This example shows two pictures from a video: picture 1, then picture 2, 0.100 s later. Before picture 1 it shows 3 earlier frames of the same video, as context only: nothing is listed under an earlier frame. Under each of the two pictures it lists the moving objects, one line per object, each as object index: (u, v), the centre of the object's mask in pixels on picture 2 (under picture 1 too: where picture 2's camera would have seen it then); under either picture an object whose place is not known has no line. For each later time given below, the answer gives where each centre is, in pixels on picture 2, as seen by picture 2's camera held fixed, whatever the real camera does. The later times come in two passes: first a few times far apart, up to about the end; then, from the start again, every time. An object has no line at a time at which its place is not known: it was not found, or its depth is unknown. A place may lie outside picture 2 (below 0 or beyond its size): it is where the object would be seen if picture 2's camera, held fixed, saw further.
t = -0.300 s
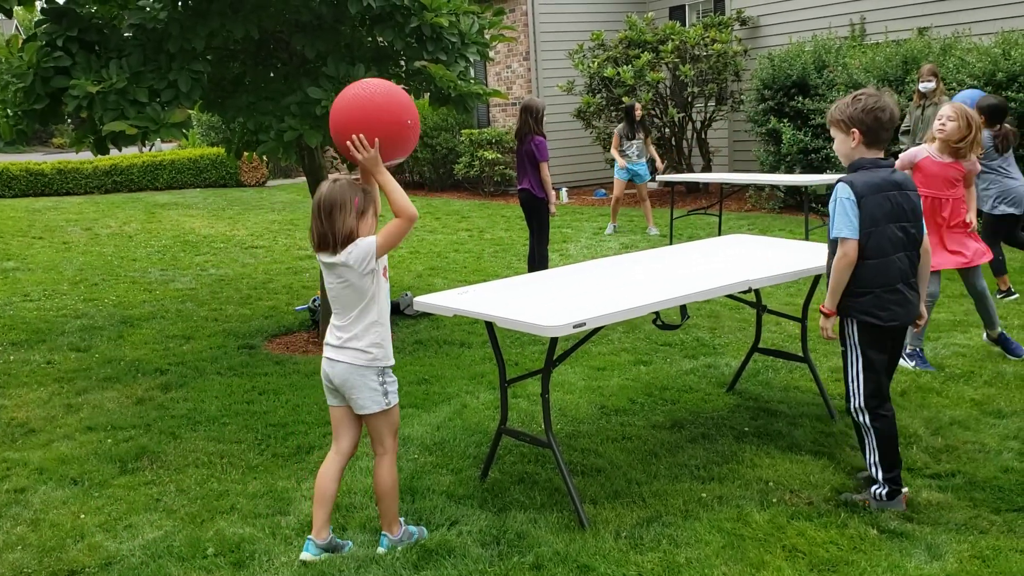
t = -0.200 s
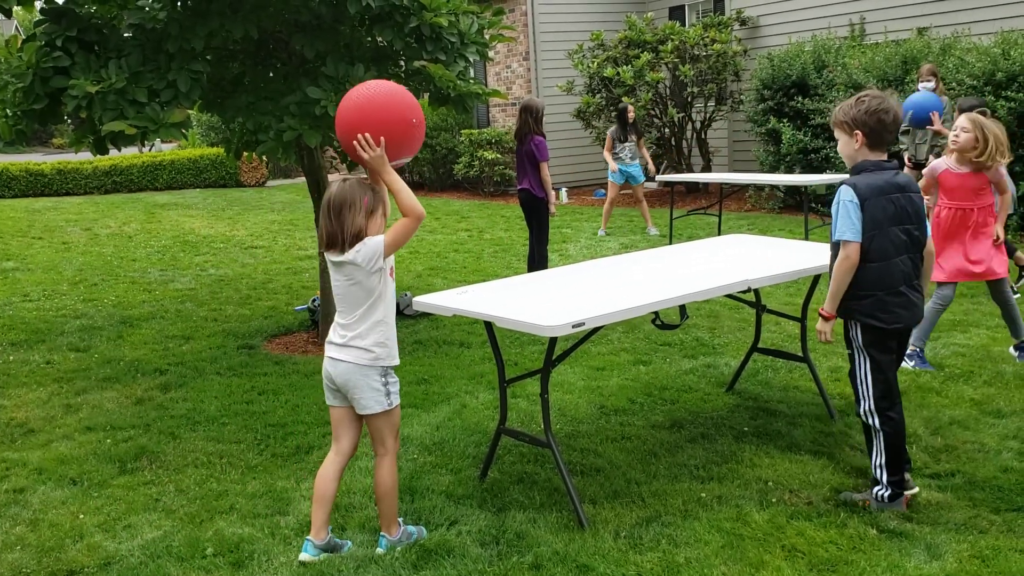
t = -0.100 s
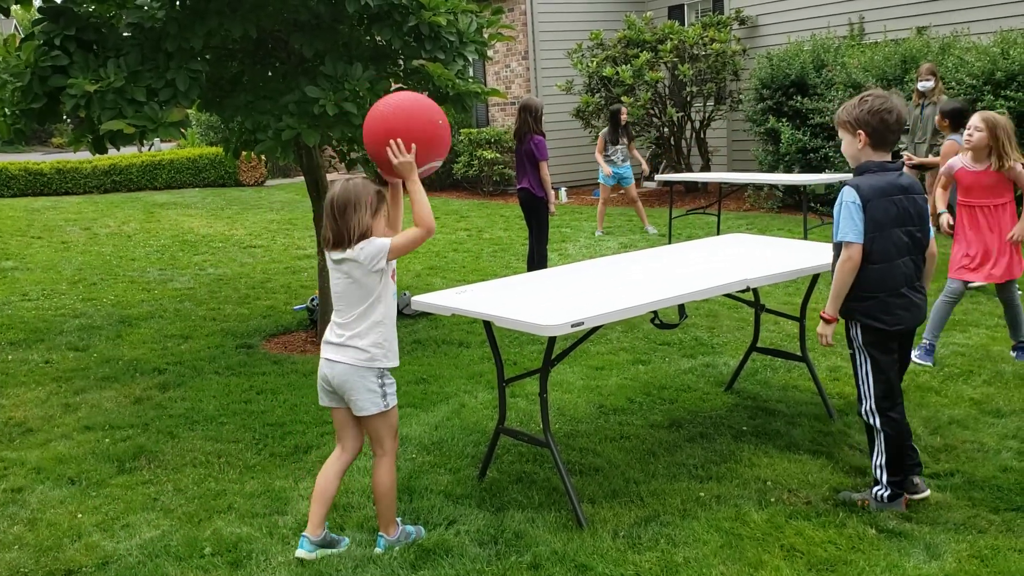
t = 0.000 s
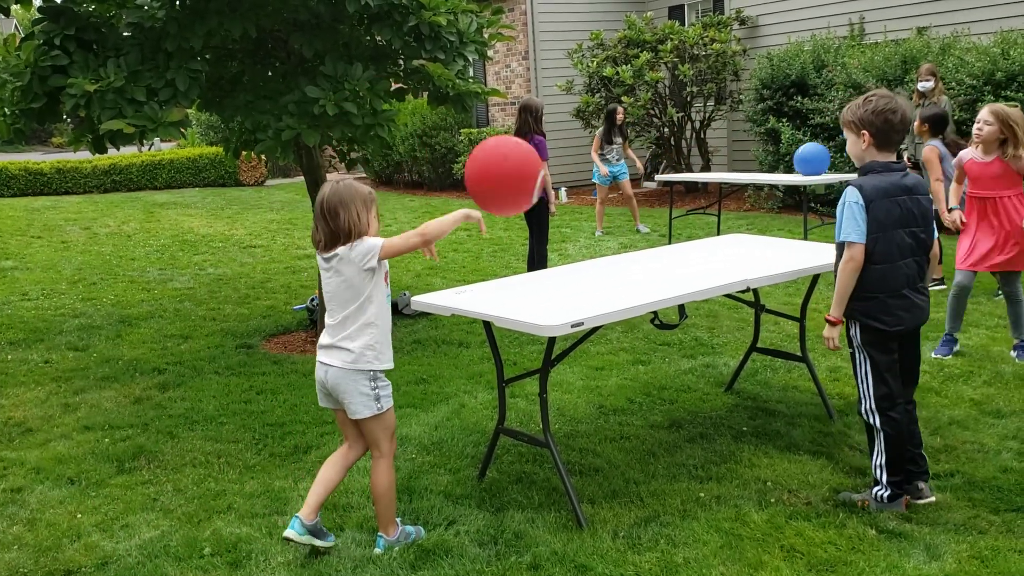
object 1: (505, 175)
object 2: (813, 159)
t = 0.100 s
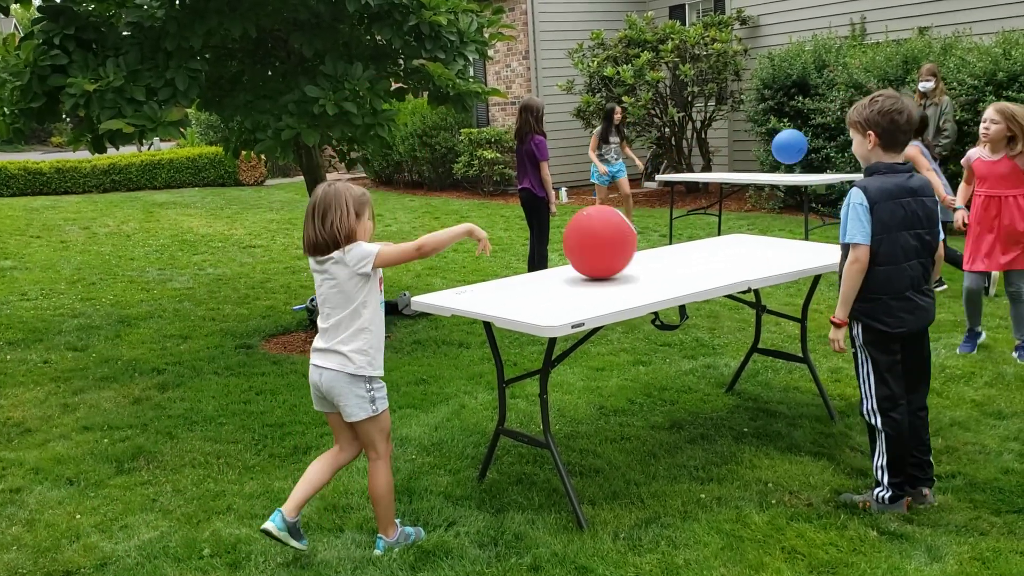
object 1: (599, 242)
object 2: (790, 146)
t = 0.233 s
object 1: (651, 184)
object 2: (763, 140)
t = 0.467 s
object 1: (728, 152)
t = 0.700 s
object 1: (793, 198)
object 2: (688, 159)
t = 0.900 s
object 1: (844, 162)
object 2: (658, 175)
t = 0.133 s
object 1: (616, 243)
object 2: (783, 143)
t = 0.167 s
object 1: (628, 220)
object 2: (776, 140)
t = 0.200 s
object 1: (640, 201)
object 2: (769, 139)
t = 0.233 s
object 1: (651, 184)
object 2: (763, 140)
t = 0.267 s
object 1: (662, 170)
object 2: (756, 142)
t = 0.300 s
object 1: (674, 160)
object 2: (750, 144)
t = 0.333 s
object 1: (685, 153)
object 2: (744, 148)
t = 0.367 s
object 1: (697, 148)
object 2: (741, 154)
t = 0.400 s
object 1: (707, 147)
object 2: (742, 163)
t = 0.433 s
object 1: (718, 148)
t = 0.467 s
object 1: (728, 152)
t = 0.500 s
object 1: (738, 159)
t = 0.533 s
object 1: (747, 168)
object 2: (710, 150)
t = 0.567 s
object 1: (757, 179)
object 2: (707, 151)
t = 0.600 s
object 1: (765, 192)
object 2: (702, 152)
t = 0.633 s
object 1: (774, 208)
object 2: (698, 155)
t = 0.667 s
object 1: (783, 212)
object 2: (693, 158)
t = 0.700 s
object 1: (793, 198)
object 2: (688, 159)
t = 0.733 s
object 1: (803, 186)
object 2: (683, 159)
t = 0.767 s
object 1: (814, 177)
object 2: (679, 160)
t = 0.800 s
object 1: (824, 170)
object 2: (674, 161)
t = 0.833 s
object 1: (833, 166)
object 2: (669, 164)
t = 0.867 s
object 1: (841, 163)
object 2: (664, 167)
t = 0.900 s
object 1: (844, 162)
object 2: (658, 175)
